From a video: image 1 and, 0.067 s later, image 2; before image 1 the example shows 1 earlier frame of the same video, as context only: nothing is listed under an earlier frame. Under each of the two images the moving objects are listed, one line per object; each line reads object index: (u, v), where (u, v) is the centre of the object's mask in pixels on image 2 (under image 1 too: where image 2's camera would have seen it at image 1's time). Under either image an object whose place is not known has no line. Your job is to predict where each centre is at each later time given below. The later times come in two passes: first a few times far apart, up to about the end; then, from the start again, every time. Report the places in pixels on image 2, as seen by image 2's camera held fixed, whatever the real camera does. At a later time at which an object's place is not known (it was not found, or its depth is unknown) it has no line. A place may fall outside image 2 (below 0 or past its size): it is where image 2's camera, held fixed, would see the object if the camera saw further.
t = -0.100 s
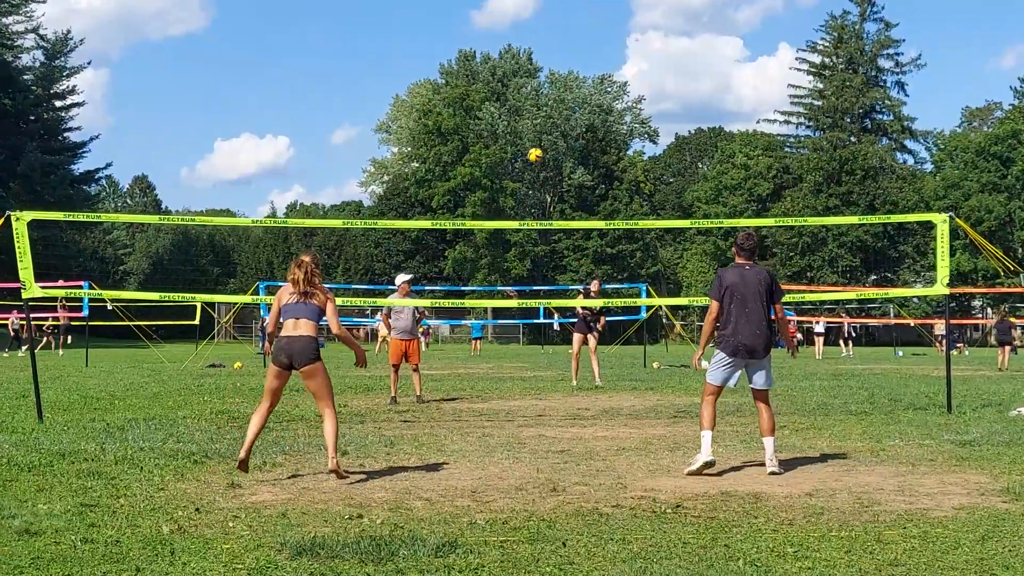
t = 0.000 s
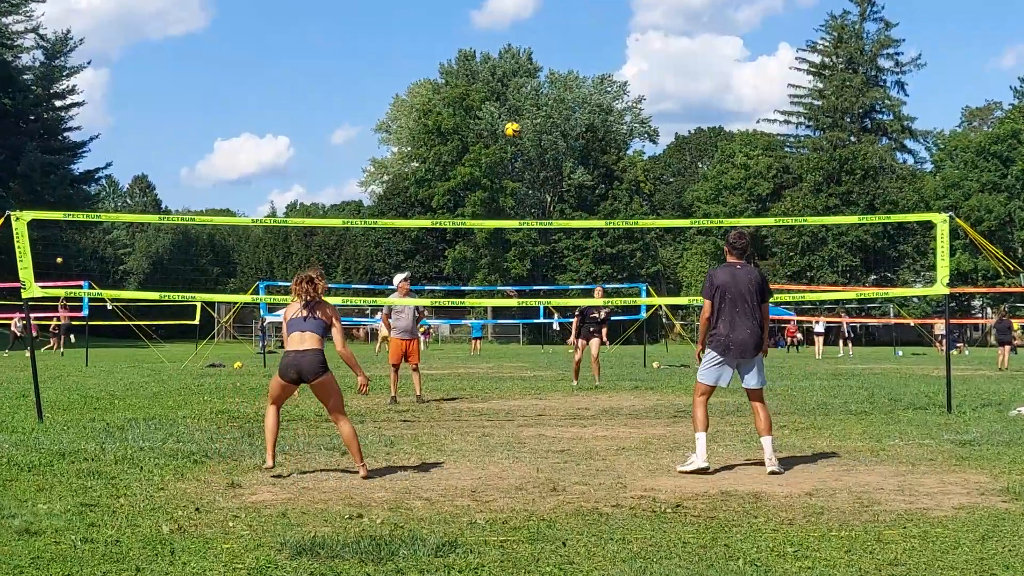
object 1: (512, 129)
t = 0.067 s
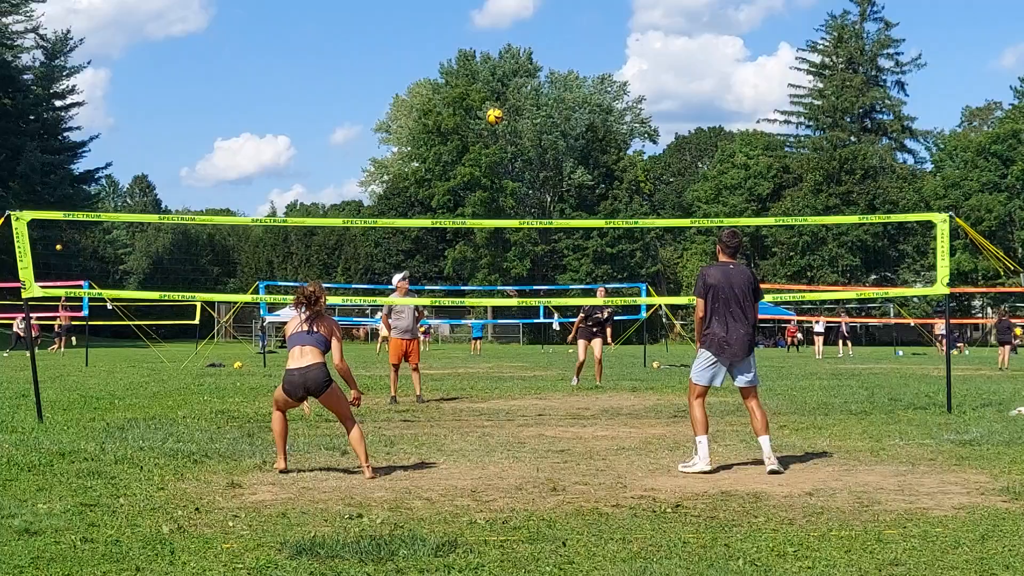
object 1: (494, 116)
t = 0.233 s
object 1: (442, 95)
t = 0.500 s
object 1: (330, 114)
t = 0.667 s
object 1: (239, 171)
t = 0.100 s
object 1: (484, 111)
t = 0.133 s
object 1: (475, 105)
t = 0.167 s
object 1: (464, 101)
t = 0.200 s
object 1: (453, 98)
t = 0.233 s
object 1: (442, 95)
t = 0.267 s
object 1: (431, 93)
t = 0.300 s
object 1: (417, 93)
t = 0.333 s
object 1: (405, 93)
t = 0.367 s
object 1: (391, 95)
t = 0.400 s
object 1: (377, 98)
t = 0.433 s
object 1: (362, 102)
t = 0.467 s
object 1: (346, 107)
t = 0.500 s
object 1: (330, 114)
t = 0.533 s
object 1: (314, 122)
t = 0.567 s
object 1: (296, 132)
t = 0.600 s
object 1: (278, 143)
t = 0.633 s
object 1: (259, 156)
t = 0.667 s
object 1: (239, 171)
